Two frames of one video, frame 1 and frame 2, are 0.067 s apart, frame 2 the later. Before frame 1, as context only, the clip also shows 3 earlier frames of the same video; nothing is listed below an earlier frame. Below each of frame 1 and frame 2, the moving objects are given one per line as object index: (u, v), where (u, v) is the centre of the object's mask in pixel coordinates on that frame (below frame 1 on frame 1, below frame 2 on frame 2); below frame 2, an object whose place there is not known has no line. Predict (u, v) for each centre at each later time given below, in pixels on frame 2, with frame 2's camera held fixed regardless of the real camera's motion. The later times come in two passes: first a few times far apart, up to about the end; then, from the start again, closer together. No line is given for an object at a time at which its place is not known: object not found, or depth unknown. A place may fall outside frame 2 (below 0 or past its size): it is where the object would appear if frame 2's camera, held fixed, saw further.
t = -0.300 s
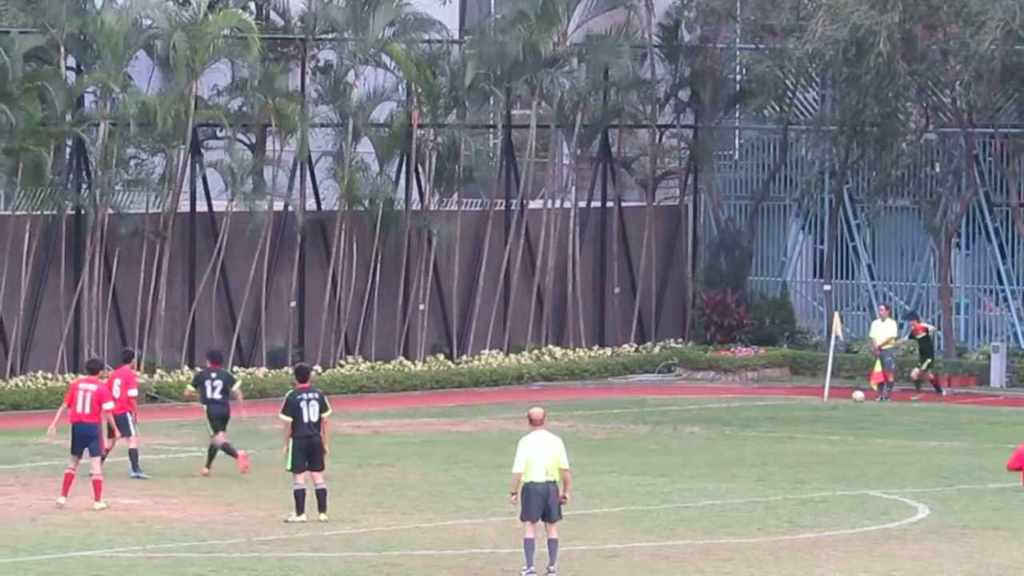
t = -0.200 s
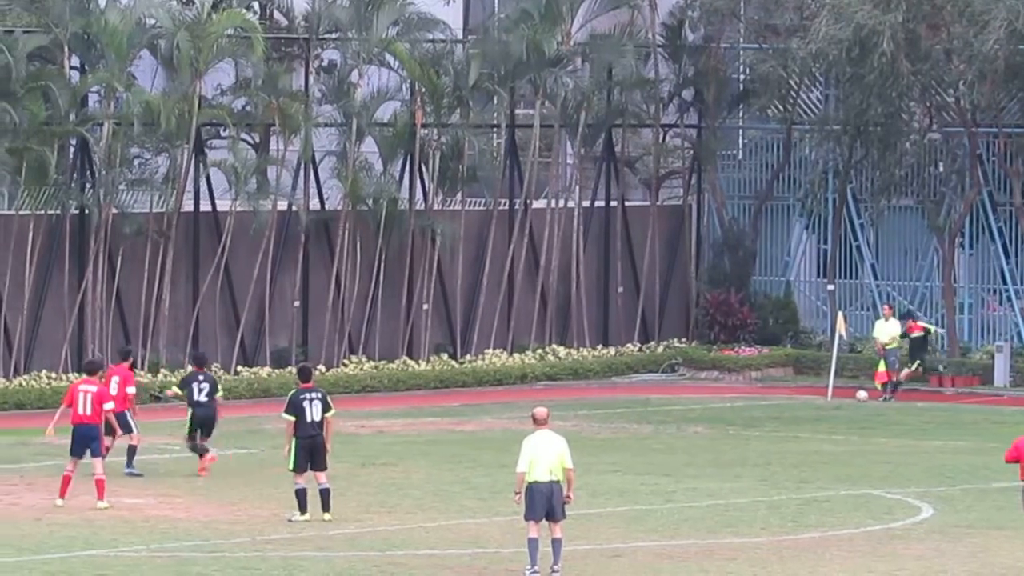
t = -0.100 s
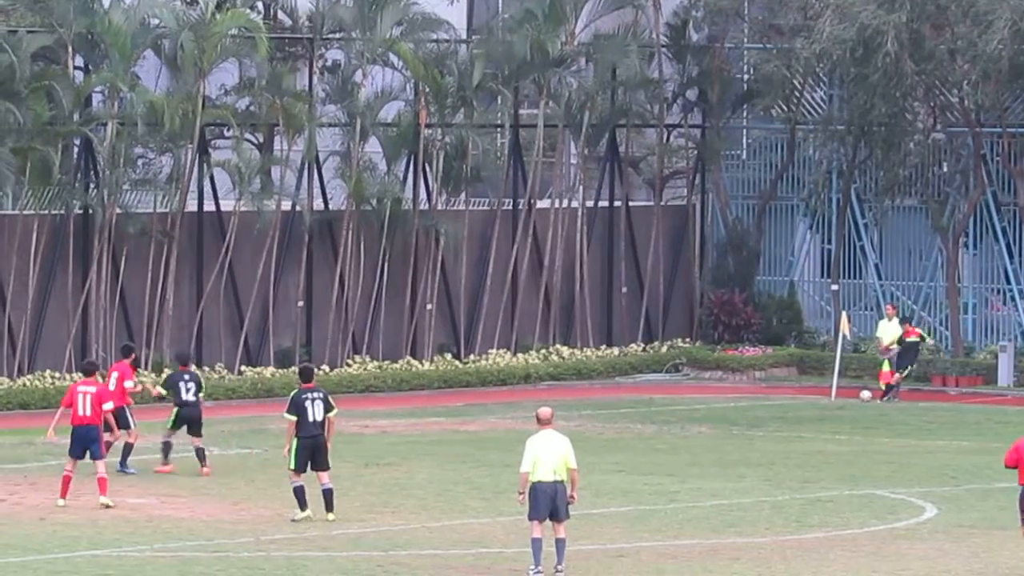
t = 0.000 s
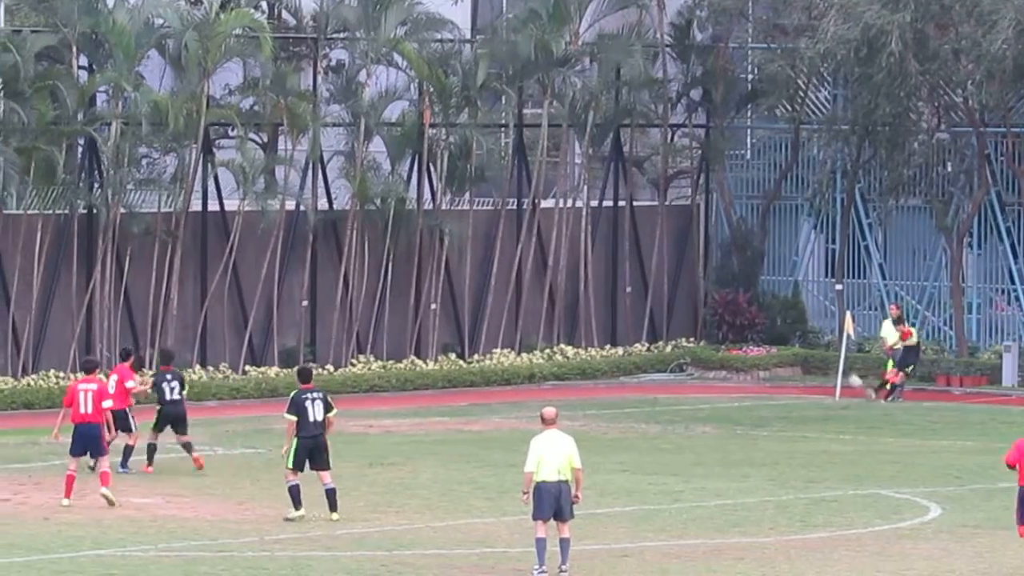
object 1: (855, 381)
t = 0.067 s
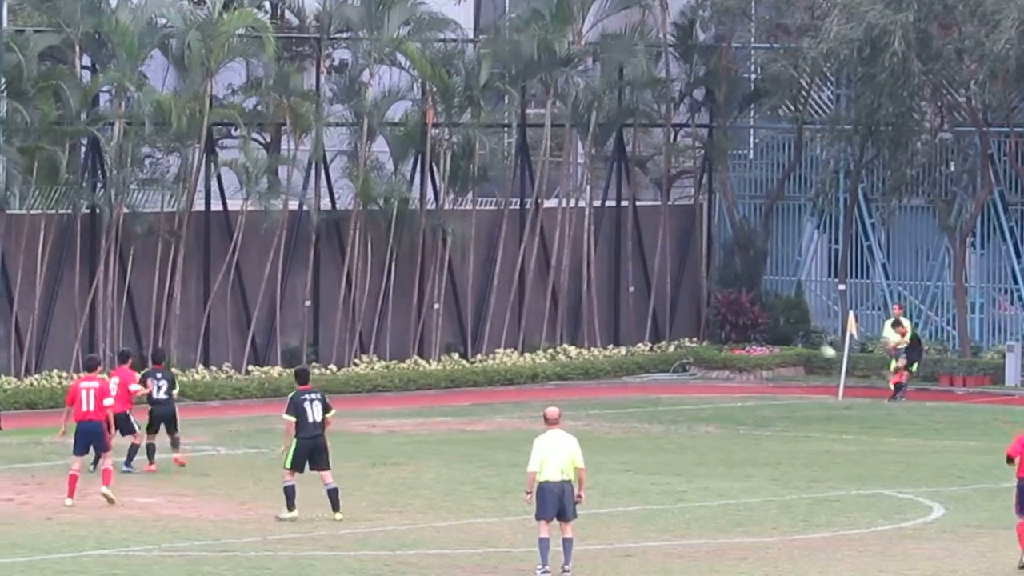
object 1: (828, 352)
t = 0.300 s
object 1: (722, 256)
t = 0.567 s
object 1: (604, 169)
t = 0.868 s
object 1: (469, 98)
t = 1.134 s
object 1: (345, 65)
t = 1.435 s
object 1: (201, 69)
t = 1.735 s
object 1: (46, 123)
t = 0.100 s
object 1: (813, 338)
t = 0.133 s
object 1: (798, 324)
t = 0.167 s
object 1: (782, 310)
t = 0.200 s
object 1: (767, 296)
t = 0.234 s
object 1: (752, 283)
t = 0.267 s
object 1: (738, 269)
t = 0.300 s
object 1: (722, 256)
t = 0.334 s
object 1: (708, 245)
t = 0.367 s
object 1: (690, 234)
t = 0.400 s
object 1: (678, 224)
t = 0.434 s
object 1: (663, 211)
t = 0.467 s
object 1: (648, 200)
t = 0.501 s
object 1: (634, 190)
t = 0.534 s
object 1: (619, 179)
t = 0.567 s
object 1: (604, 169)
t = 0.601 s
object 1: (590, 160)
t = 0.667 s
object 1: (559, 142)
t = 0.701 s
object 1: (545, 134)
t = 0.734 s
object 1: (529, 125)
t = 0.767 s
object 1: (514, 118)
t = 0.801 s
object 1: (500, 111)
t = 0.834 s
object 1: (484, 105)
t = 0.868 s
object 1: (469, 98)
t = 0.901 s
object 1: (454, 93)
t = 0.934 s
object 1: (439, 87)
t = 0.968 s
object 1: (424, 82)
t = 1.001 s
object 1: (408, 76)
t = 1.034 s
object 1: (393, 73)
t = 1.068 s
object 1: (377, 70)
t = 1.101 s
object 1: (361, 68)
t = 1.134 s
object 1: (345, 65)
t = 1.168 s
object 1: (331, 62)
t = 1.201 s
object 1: (314, 61)
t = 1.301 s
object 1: (267, 60)
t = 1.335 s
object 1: (251, 61)
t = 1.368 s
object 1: (234, 63)
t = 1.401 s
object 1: (217, 65)
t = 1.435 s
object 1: (201, 69)
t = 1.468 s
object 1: (185, 71)
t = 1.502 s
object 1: (168, 75)
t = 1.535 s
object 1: (151, 80)
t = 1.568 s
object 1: (133, 85)
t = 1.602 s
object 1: (117, 91)
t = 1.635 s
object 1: (100, 98)
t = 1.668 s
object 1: (82, 107)
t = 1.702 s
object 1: (64, 114)
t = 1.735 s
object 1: (46, 123)
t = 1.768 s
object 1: (27, 134)
